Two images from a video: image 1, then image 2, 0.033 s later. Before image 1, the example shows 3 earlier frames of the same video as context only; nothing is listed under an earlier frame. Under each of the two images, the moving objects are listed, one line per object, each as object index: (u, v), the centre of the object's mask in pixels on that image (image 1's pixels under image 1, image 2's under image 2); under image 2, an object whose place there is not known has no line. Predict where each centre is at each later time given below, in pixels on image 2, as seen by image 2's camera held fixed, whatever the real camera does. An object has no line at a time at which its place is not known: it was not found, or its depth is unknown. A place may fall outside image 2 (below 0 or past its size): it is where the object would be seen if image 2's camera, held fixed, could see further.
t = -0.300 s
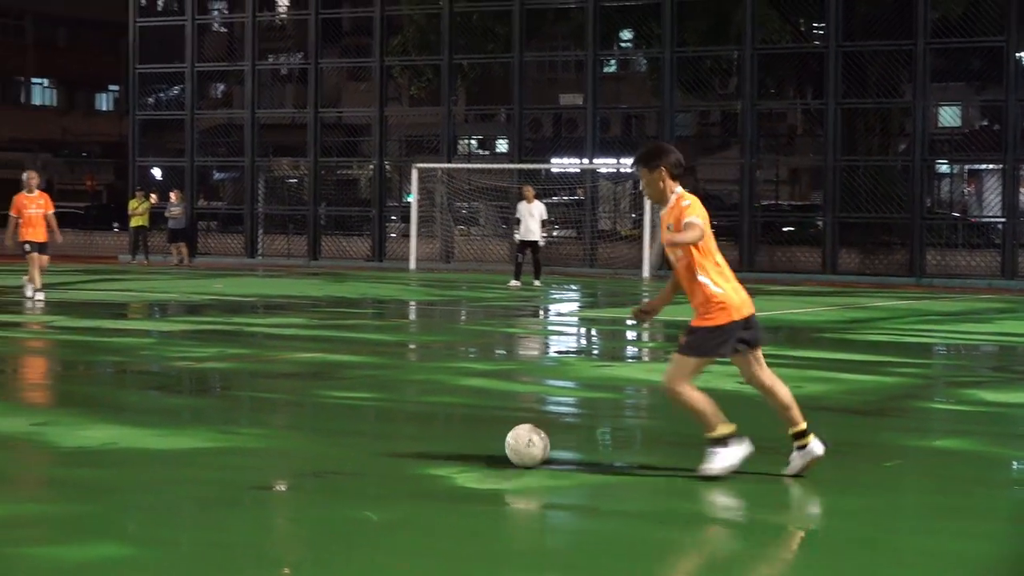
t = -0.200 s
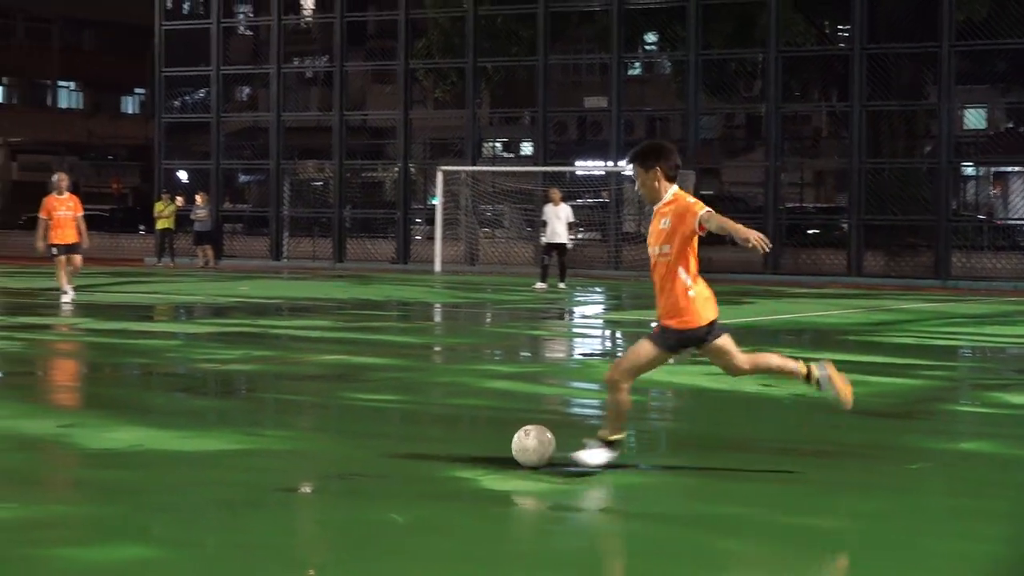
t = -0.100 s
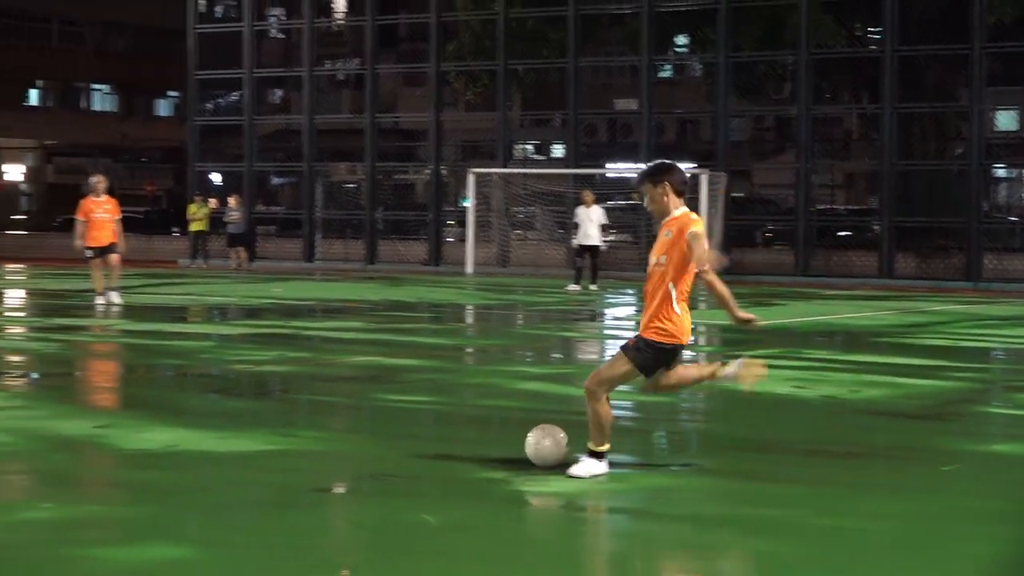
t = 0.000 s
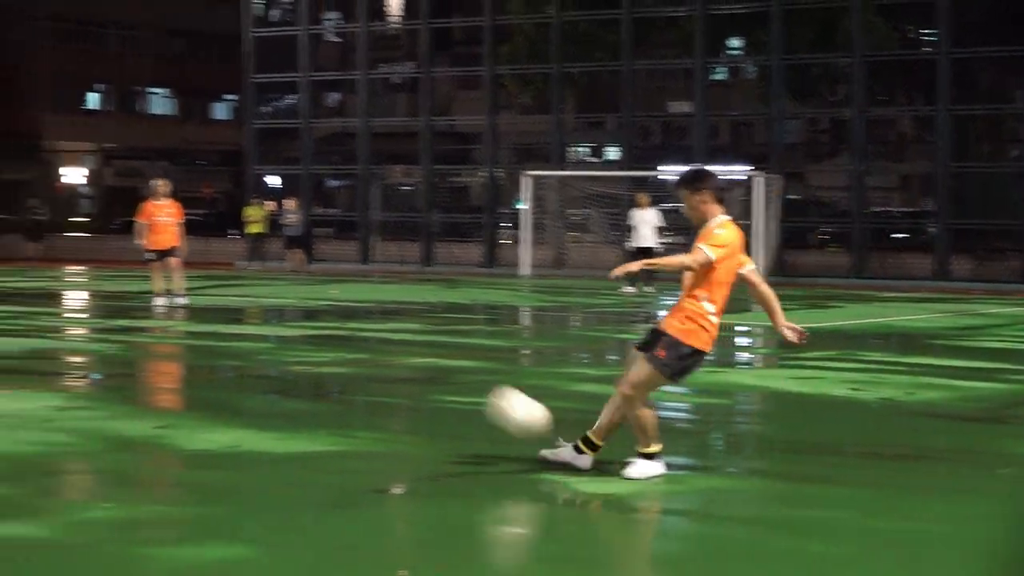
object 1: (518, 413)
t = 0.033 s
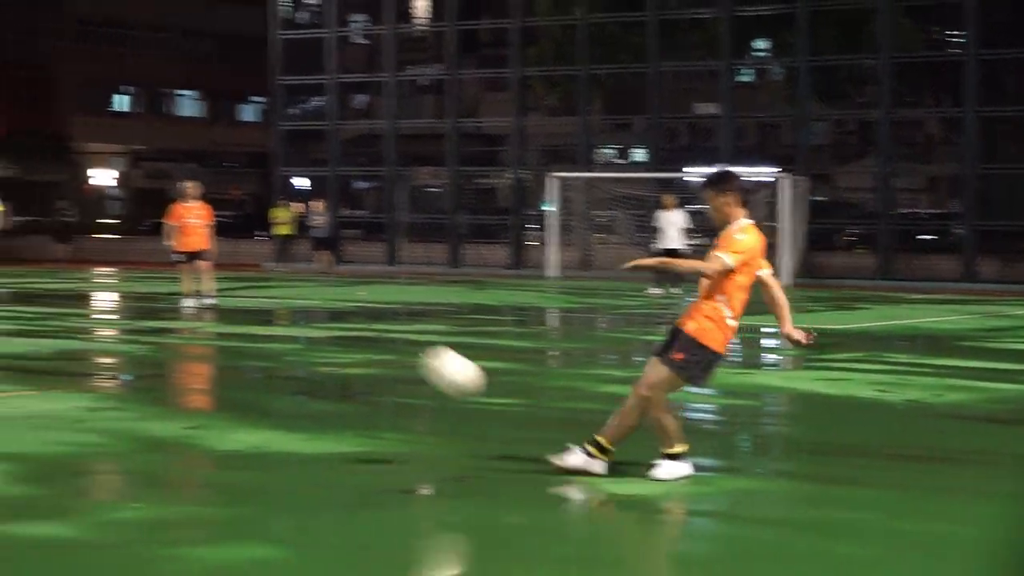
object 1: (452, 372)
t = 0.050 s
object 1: (405, 353)
